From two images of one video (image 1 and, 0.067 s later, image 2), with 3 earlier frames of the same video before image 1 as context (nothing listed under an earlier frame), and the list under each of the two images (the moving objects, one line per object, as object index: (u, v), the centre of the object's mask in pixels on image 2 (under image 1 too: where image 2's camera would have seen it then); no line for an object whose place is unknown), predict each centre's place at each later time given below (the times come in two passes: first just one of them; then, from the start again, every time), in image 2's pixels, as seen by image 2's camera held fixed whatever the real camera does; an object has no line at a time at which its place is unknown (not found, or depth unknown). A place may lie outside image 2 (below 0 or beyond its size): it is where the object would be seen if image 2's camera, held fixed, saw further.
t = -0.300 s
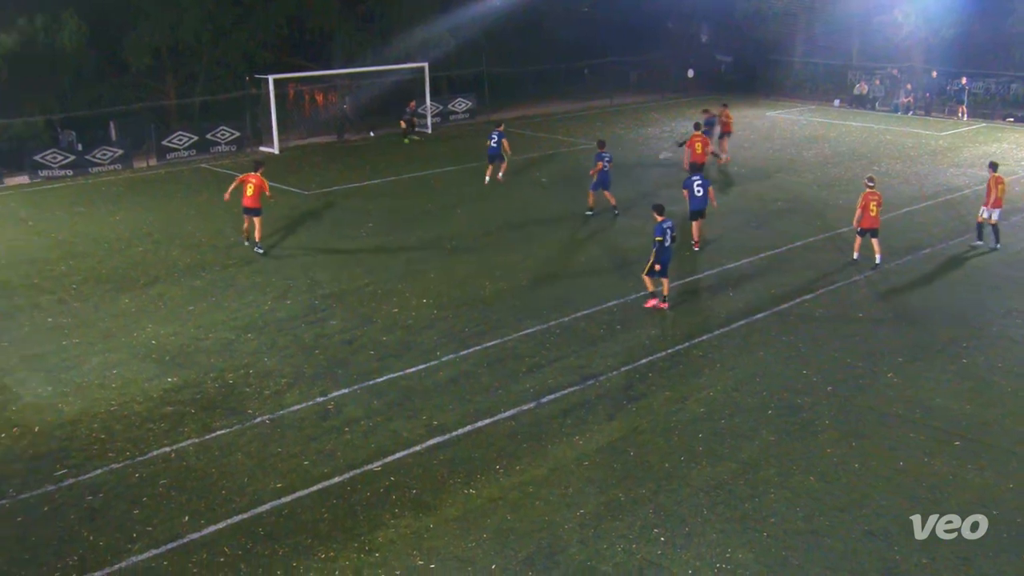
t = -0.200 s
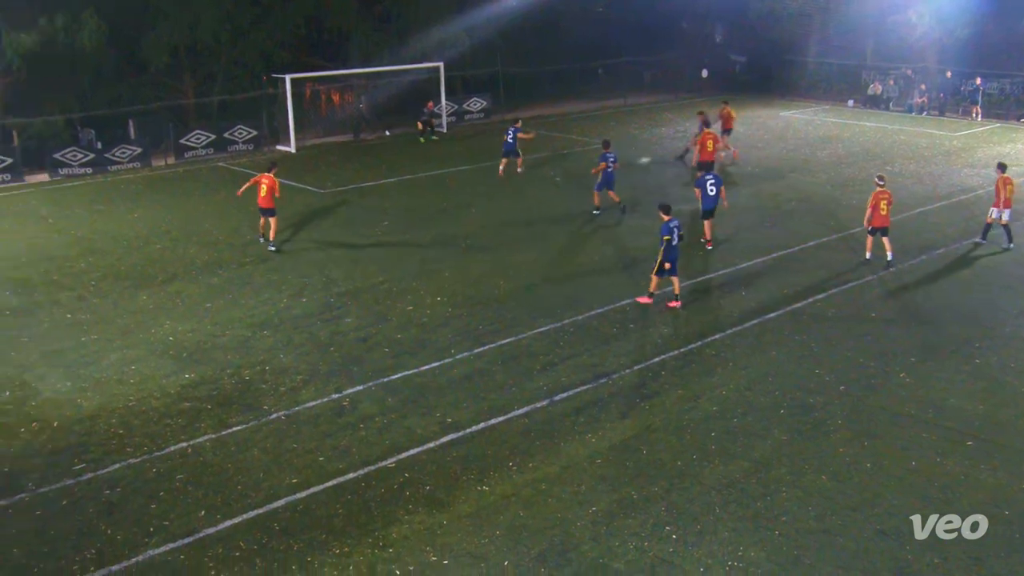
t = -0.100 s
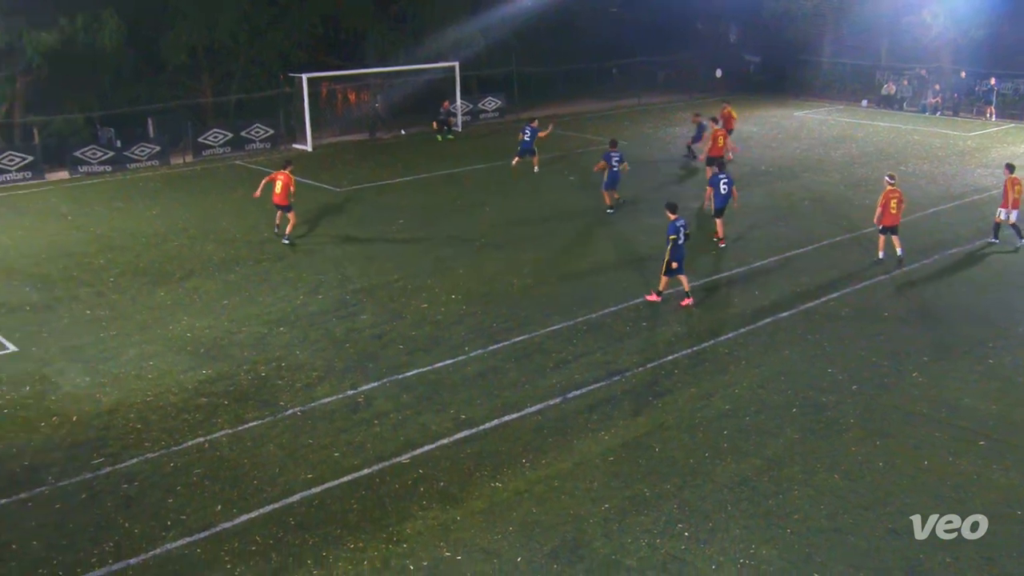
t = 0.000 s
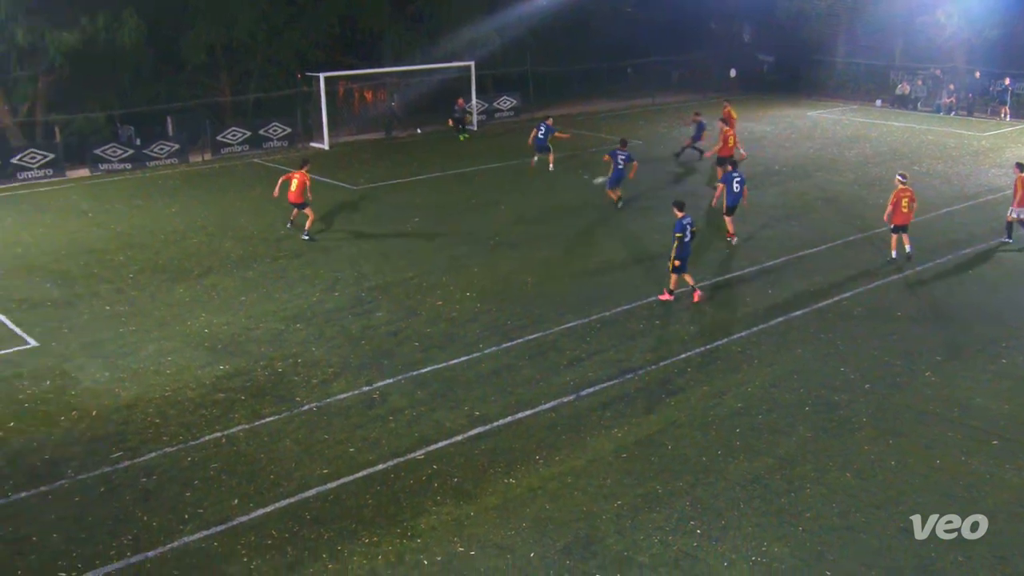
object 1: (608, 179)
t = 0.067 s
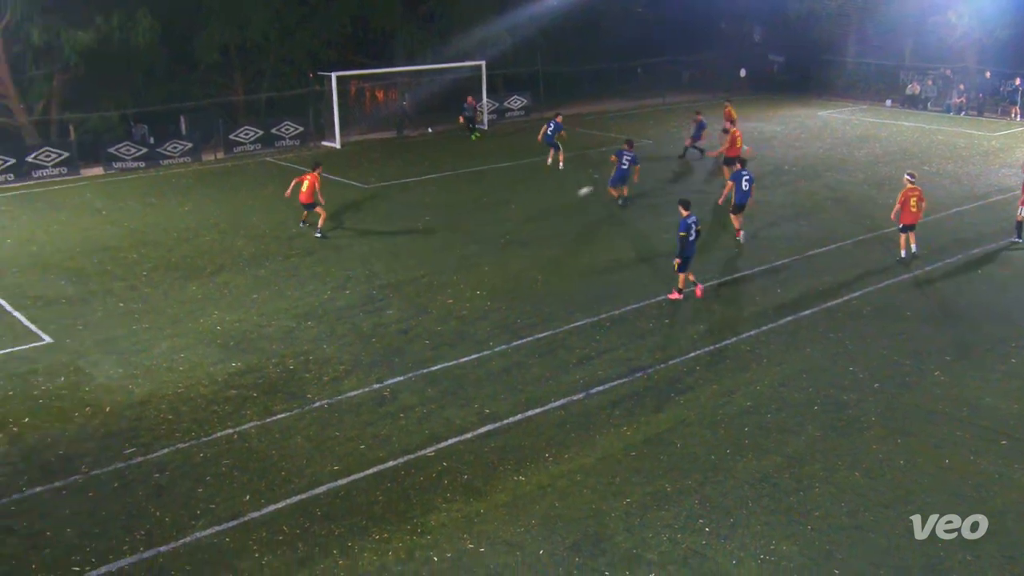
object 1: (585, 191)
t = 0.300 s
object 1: (516, 207)
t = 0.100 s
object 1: (574, 196)
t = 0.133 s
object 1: (564, 197)
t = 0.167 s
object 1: (554, 198)
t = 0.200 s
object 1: (545, 199)
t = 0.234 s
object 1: (536, 201)
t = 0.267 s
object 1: (526, 204)
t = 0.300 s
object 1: (516, 207)
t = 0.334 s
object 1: (506, 211)
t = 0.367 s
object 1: (495, 215)
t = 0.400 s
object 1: (485, 220)
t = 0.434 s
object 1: (475, 223)
